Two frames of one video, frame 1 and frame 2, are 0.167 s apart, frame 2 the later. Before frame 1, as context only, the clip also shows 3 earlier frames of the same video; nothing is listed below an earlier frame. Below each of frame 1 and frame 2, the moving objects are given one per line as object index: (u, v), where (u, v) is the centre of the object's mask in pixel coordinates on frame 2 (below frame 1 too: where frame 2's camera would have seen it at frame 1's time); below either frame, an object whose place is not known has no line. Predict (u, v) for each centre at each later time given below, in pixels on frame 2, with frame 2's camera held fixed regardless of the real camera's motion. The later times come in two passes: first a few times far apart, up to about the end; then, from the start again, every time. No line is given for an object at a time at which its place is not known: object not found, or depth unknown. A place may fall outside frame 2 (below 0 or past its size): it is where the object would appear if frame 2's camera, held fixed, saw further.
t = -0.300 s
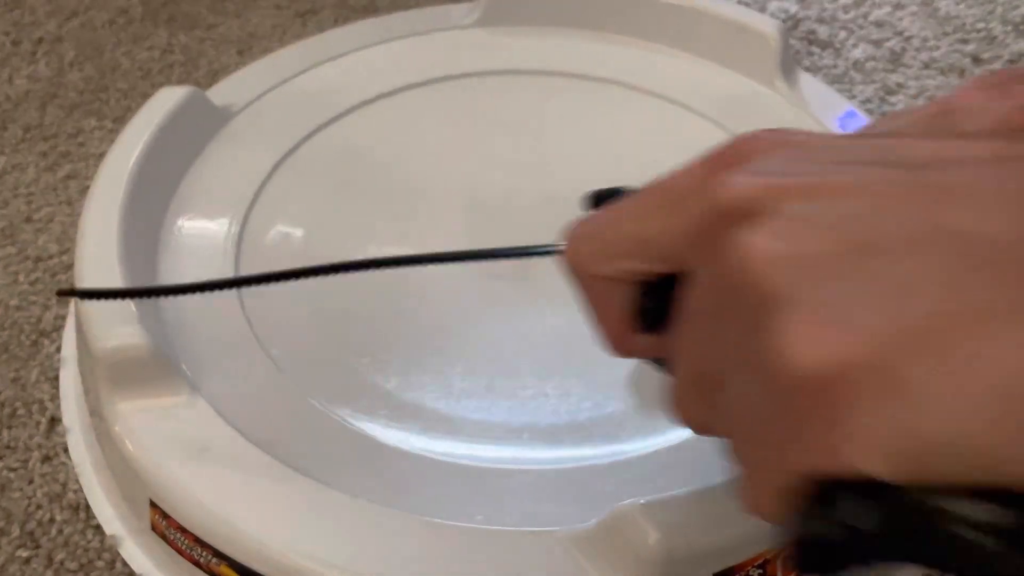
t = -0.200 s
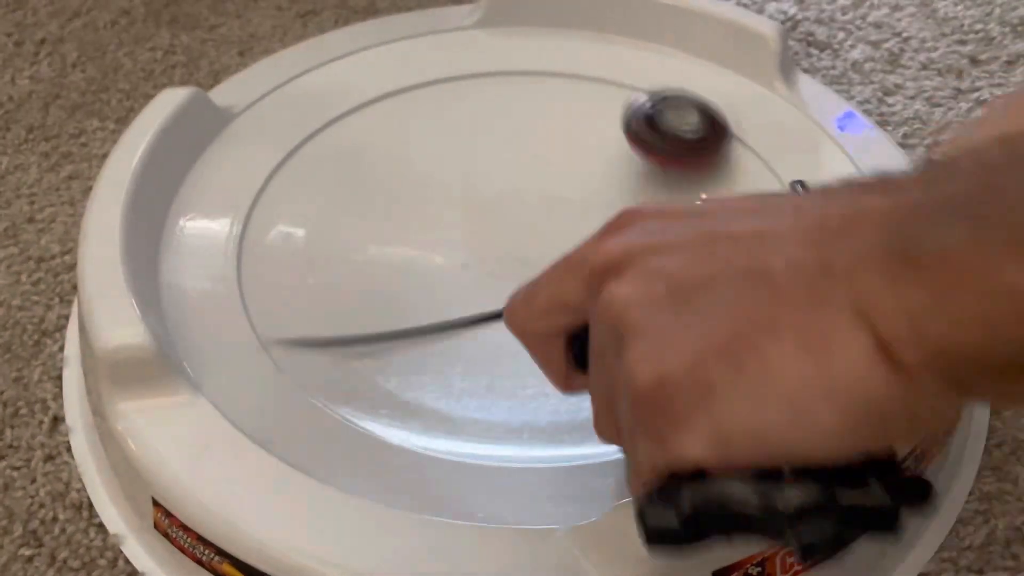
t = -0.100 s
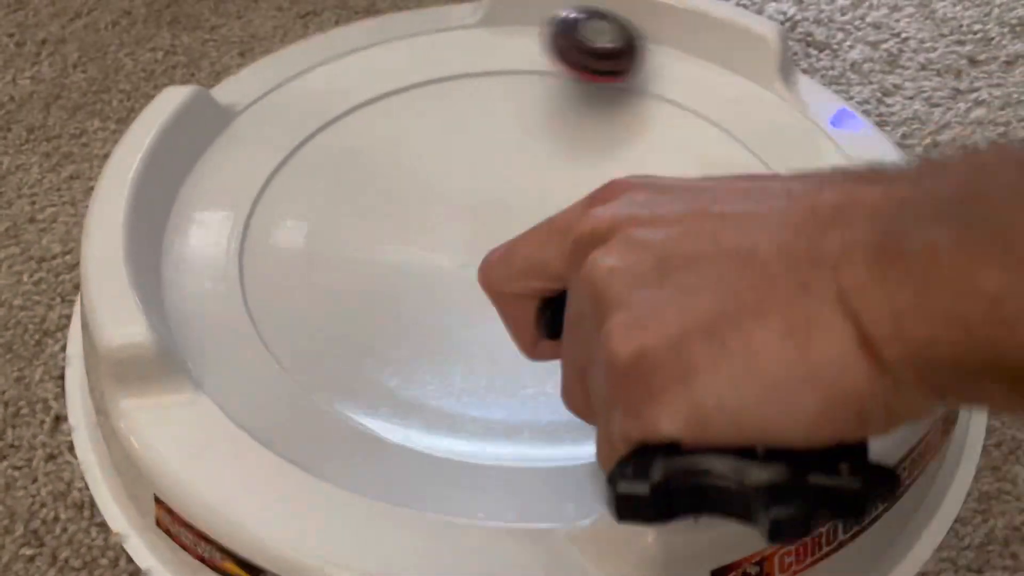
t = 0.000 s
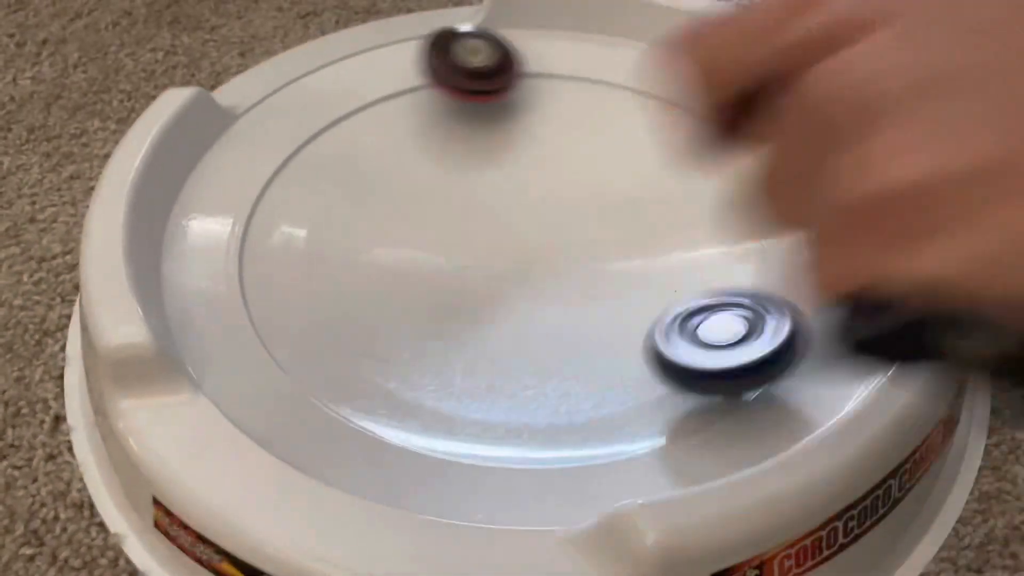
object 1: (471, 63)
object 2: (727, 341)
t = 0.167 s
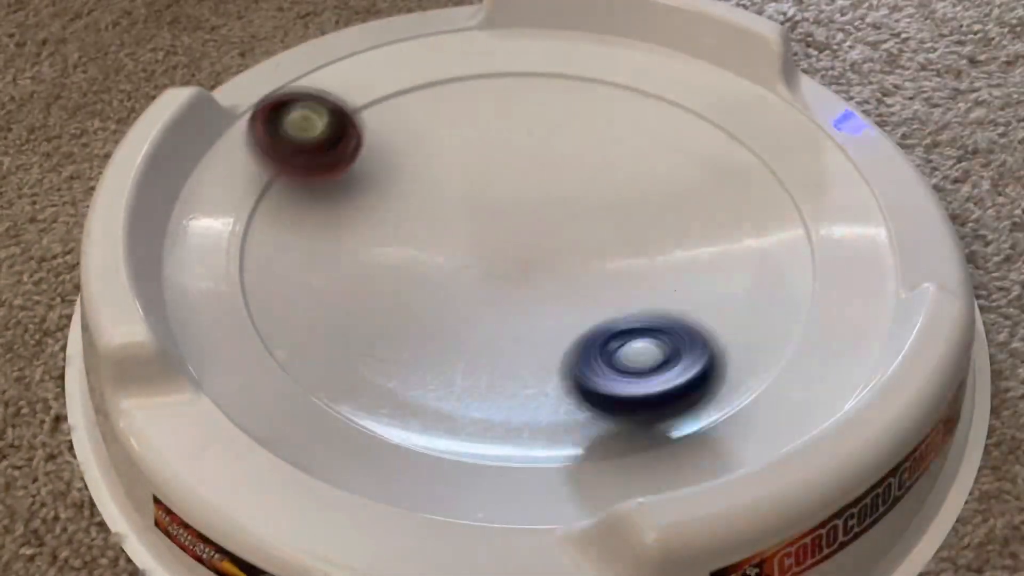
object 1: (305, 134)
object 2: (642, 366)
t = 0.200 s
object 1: (295, 167)
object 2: (625, 385)
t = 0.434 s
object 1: (518, 297)
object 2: (671, 374)
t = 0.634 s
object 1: (643, 143)
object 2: (622, 248)
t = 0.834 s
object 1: (507, 47)
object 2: (307, 305)
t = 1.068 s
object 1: (347, 206)
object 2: (563, 433)
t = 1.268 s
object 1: (522, 303)
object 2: (707, 303)
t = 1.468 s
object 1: (526, 282)
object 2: (575, 105)
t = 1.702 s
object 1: (610, 266)
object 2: (245, 219)
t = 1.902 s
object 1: (531, 186)
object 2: (615, 390)
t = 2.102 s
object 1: (379, 246)
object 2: (703, 143)
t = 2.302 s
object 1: (524, 360)
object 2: (402, 63)
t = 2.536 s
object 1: (672, 207)
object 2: (325, 330)
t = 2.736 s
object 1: (492, 110)
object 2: (717, 289)
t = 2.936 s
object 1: (305, 176)
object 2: (638, 65)
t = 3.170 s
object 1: (451, 345)
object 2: (309, 127)
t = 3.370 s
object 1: (688, 257)
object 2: (444, 344)
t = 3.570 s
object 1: (628, 102)
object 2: (762, 224)
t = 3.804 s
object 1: (400, 90)
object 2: (560, 49)
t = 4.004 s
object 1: (345, 271)
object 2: (343, 158)
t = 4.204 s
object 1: (593, 425)
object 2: (454, 290)
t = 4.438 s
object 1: (658, 386)
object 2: (662, 82)
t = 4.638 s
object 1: (574, 336)
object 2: (449, 59)
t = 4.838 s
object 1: (464, 292)
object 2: (411, 178)
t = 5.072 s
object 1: (306, 333)
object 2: (642, 144)
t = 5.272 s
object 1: (395, 303)
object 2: (582, 63)
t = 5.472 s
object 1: (436, 224)
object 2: (531, 168)
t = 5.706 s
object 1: (291, 157)
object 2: (776, 157)
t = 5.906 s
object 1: (408, 178)
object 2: (719, 141)
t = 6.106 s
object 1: (521, 147)
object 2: (696, 187)
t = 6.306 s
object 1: (588, 89)
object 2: (665, 276)
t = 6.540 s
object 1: (623, 81)
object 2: (701, 309)
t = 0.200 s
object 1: (295, 167)
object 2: (625, 385)
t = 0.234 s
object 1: (298, 200)
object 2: (620, 399)
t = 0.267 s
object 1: (317, 236)
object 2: (636, 376)
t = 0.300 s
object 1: (351, 270)
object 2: (645, 364)
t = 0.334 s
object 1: (399, 297)
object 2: (642, 357)
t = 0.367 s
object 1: (460, 315)
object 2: (631, 353)
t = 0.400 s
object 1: (499, 311)
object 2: (642, 360)
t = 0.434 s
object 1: (518, 297)
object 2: (671, 374)
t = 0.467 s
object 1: (544, 279)
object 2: (704, 371)
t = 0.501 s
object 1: (573, 259)
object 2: (726, 342)
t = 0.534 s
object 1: (602, 235)
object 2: (725, 313)
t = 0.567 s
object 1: (624, 204)
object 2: (705, 285)
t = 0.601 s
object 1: (638, 175)
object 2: (670, 261)
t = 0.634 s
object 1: (643, 143)
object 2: (622, 248)
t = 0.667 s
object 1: (638, 113)
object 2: (566, 240)
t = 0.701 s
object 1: (626, 86)
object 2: (510, 236)
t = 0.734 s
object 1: (608, 63)
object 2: (451, 239)
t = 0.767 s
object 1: (580, 46)
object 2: (395, 253)
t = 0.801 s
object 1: (545, 48)
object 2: (349, 276)
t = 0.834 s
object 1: (507, 47)
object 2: (307, 305)
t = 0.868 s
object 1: (469, 50)
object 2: (305, 335)
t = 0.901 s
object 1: (430, 61)
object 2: (340, 363)
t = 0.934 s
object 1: (395, 79)
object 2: (369, 404)
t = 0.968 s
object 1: (368, 103)
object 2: (387, 439)
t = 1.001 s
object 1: (350, 133)
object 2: (448, 442)
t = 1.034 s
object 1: (342, 168)
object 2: (518, 444)
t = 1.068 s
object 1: (347, 206)
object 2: (563, 433)
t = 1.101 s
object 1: (366, 243)
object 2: (594, 422)
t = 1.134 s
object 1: (400, 278)
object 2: (609, 402)
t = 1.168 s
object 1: (445, 306)
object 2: (620, 385)
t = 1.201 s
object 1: (494, 324)
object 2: (640, 352)
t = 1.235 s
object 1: (508, 307)
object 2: (684, 332)
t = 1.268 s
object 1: (522, 303)
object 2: (707, 303)
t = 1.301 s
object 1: (542, 292)
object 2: (710, 267)
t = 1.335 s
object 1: (564, 281)
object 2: (692, 230)
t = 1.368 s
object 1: (564, 278)
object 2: (675, 191)
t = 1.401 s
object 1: (546, 281)
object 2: (656, 154)
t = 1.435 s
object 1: (534, 282)
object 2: (621, 126)
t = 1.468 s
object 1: (526, 282)
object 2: (575, 105)
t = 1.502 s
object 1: (524, 282)
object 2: (520, 90)
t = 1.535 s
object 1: (527, 282)
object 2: (460, 89)
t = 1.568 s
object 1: (536, 283)
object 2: (400, 94)
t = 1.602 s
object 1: (549, 283)
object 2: (343, 107)
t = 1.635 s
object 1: (568, 283)
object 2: (293, 129)
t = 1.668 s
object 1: (592, 278)
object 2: (258, 165)
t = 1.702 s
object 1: (610, 266)
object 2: (245, 219)
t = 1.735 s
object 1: (620, 251)
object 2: (260, 277)
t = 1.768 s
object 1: (618, 234)
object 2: (296, 331)
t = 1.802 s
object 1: (607, 217)
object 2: (357, 371)
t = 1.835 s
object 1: (587, 203)
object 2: (439, 398)
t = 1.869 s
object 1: (562, 192)
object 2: (526, 404)
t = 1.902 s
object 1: (531, 186)
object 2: (615, 390)
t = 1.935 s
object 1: (499, 184)
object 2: (683, 361)
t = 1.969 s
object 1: (469, 186)
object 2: (727, 321)
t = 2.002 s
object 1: (439, 194)
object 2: (748, 275)
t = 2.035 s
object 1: (413, 207)
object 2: (749, 229)
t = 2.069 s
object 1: (392, 224)
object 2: (733, 183)
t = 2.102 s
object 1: (379, 246)
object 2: (703, 143)
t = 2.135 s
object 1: (375, 269)
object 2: (662, 110)
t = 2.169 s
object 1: (381, 295)
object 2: (617, 85)
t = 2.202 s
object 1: (399, 319)
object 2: (566, 64)
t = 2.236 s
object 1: (429, 340)
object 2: (514, 51)
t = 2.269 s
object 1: (474, 355)
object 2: (458, 47)
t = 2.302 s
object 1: (524, 360)
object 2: (402, 63)
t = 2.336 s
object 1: (573, 356)
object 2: (351, 82)
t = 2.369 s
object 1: (619, 342)
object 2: (305, 112)
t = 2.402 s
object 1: (652, 321)
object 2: (270, 151)
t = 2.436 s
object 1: (675, 294)
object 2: (251, 197)
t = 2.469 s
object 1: (685, 264)
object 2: (253, 244)
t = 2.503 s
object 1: (684, 235)
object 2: (278, 290)
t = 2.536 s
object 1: (672, 207)
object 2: (325, 330)
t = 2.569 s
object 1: (654, 182)
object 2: (387, 360)
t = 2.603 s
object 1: (629, 160)
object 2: (464, 375)
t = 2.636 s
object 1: (599, 142)
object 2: (542, 373)
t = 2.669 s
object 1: (565, 127)
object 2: (613, 357)
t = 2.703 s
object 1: (529, 116)
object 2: (674, 328)
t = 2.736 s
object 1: (492, 110)
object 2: (717, 289)
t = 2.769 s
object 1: (454, 109)
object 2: (737, 245)
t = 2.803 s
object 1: (417, 113)
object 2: (740, 200)
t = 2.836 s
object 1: (383, 122)
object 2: (731, 160)
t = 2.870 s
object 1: (352, 136)
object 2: (708, 123)
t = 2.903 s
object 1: (325, 155)
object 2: (676, 91)
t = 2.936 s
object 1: (305, 176)
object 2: (638, 65)
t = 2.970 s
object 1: (292, 202)
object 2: (592, 47)
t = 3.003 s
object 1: (291, 228)
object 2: (535, 48)
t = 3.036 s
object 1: (300, 259)
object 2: (481, 48)
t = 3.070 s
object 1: (322, 287)
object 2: (429, 54)
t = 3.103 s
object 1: (356, 312)
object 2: (381, 72)
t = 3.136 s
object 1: (398, 332)
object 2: (341, 95)
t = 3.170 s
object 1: (451, 345)
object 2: (309, 127)
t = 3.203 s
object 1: (503, 348)
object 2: (289, 163)
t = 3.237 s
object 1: (554, 344)
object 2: (287, 205)
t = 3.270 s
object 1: (602, 330)
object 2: (301, 246)
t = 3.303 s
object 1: (640, 310)
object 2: (333, 286)
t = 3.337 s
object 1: (669, 284)
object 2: (383, 321)
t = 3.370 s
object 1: (688, 257)
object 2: (444, 344)
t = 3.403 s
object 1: (697, 228)
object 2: (518, 355)
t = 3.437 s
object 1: (697, 199)
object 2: (587, 351)
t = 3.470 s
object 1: (690, 171)
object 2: (655, 333)
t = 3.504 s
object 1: (675, 145)
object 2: (705, 303)
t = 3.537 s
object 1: (654, 122)
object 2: (741, 268)
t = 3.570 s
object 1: (628, 102)
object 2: (762, 224)
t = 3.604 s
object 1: (597, 85)
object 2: (768, 187)
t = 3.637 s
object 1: (565, 74)
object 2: (761, 151)
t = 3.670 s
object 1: (532, 67)
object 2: (740, 117)
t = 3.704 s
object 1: (498, 65)
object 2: (708, 88)
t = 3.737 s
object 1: (463, 68)
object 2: (660, 69)
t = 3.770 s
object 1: (430, 76)
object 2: (610, 55)
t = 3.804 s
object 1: (400, 90)
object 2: (560, 49)
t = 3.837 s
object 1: (374, 109)
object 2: (511, 51)
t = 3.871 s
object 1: (353, 132)
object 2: (463, 61)
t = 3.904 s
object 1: (339, 160)
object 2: (421, 78)
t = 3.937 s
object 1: (333, 190)
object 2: (383, 102)
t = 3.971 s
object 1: (336, 223)
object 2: (357, 130)
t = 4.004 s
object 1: (345, 271)
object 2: (343, 158)
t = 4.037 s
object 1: (356, 338)
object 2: (341, 169)
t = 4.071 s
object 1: (384, 404)
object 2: (344, 189)
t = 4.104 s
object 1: (437, 433)
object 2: (354, 219)
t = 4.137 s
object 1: (501, 471)
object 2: (376, 249)
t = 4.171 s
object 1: (561, 473)
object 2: (412, 274)
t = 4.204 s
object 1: (593, 425)
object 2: (454, 290)
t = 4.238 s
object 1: (615, 395)
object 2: (504, 298)
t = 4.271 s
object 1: (634, 387)
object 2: (554, 293)
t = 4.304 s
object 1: (651, 368)
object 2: (600, 279)
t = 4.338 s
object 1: (662, 351)
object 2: (637, 254)
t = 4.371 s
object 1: (666, 371)
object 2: (664, 189)
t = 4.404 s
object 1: (669, 390)
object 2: (669, 130)
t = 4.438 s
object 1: (658, 386)
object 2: (662, 82)
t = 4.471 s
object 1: (644, 382)
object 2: (637, 54)
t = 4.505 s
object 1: (633, 373)
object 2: (603, 50)
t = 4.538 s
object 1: (620, 363)
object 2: (565, 49)
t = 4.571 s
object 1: (606, 353)
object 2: (525, 49)
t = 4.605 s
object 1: (591, 344)
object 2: (486, 53)
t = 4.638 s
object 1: (574, 336)
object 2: (449, 59)
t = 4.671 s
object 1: (557, 327)
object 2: (416, 64)
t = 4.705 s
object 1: (539, 319)
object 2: (390, 77)
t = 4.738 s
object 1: (520, 312)
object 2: (377, 98)
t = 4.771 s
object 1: (501, 304)
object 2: (376, 123)
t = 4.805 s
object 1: (482, 298)
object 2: (388, 152)
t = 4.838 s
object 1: (464, 292)
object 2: (411, 178)
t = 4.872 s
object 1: (446, 288)
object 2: (444, 199)
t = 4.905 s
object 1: (420, 297)
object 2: (487, 206)
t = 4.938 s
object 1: (394, 305)
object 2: (527, 205)
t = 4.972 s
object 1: (371, 313)
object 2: (565, 196)
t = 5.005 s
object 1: (348, 321)
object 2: (597, 182)
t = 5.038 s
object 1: (324, 329)
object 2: (623, 164)
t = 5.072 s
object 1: (306, 333)
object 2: (642, 144)
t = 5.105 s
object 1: (315, 336)
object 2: (654, 120)
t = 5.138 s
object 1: (331, 336)
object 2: (659, 98)
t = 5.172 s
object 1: (351, 327)
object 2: (660, 75)
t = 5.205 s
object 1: (365, 321)
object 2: (635, 66)
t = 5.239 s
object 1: (380, 313)
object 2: (605, 66)
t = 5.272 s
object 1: (395, 303)
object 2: (582, 63)
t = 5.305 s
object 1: (407, 293)
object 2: (564, 68)
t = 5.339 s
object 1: (417, 280)
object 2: (551, 80)
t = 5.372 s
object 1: (426, 267)
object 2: (539, 96)
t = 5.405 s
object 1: (431, 253)
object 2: (530, 117)
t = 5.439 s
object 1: (434, 239)
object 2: (526, 143)
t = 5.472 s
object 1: (436, 224)
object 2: (531, 168)
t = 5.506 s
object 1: (397, 210)
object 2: (575, 187)
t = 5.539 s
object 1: (360, 201)
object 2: (621, 197)
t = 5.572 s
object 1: (331, 188)
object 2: (660, 199)
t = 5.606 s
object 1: (308, 176)
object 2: (693, 193)
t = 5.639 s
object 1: (291, 162)
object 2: (723, 182)
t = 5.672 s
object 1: (279, 152)
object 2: (751, 170)
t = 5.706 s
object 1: (291, 157)
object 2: (776, 157)
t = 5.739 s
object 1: (307, 163)
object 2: (761, 148)
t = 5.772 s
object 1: (324, 168)
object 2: (742, 144)
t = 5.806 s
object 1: (343, 172)
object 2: (730, 139)
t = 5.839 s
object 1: (365, 176)
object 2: (722, 136)
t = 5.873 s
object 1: (386, 177)
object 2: (719, 137)
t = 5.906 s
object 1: (408, 178)
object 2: (719, 141)
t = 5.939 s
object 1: (430, 177)
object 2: (722, 147)
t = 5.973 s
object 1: (452, 174)
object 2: (722, 155)
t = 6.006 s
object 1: (471, 169)
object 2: (718, 163)
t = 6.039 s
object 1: (489, 163)
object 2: (712, 170)
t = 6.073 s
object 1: (506, 156)
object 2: (705, 178)
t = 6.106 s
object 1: (521, 147)
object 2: (696, 187)
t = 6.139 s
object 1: (534, 137)
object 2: (687, 200)
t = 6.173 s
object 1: (546, 127)
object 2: (678, 214)
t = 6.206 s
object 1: (558, 117)
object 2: (672, 230)
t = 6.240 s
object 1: (569, 107)
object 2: (666, 246)
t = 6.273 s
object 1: (579, 97)
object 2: (664, 262)
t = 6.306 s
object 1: (588, 89)
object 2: (665, 276)
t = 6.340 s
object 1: (598, 82)
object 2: (671, 289)
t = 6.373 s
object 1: (608, 76)
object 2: (678, 299)
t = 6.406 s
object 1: (618, 70)
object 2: (687, 308)
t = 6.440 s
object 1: (625, 65)
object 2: (697, 312)
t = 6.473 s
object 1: (626, 67)
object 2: (703, 314)
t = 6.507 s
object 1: (624, 73)
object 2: (704, 312)
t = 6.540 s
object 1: (623, 81)
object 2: (701, 309)
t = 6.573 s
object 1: (622, 91)
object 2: (693, 306)
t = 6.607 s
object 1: (624, 101)
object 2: (682, 303)
